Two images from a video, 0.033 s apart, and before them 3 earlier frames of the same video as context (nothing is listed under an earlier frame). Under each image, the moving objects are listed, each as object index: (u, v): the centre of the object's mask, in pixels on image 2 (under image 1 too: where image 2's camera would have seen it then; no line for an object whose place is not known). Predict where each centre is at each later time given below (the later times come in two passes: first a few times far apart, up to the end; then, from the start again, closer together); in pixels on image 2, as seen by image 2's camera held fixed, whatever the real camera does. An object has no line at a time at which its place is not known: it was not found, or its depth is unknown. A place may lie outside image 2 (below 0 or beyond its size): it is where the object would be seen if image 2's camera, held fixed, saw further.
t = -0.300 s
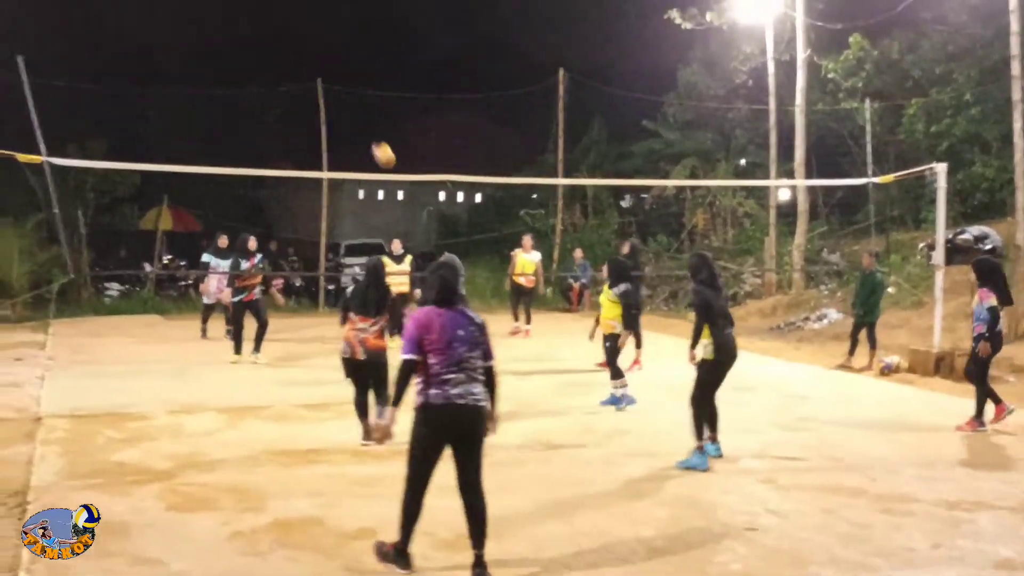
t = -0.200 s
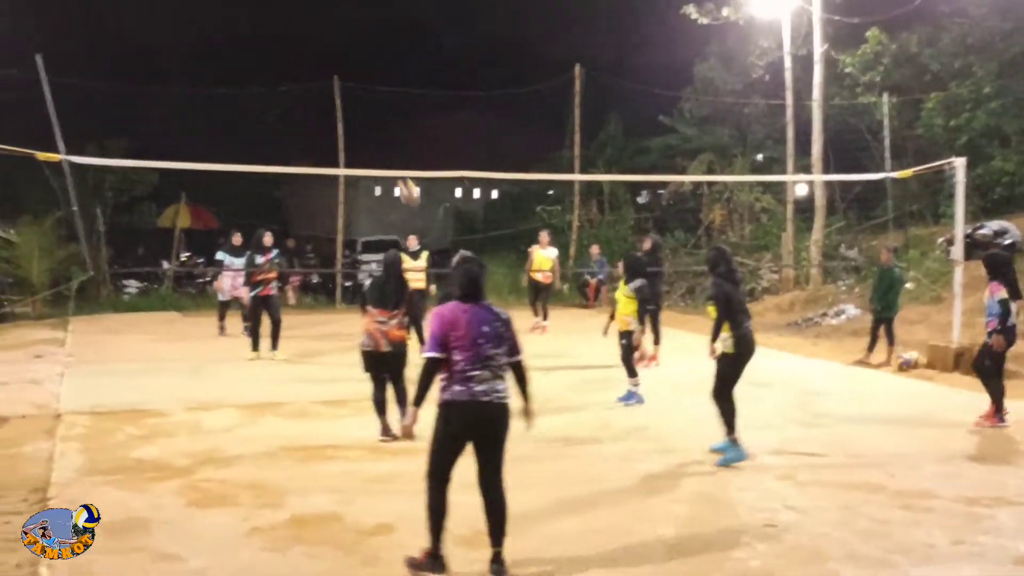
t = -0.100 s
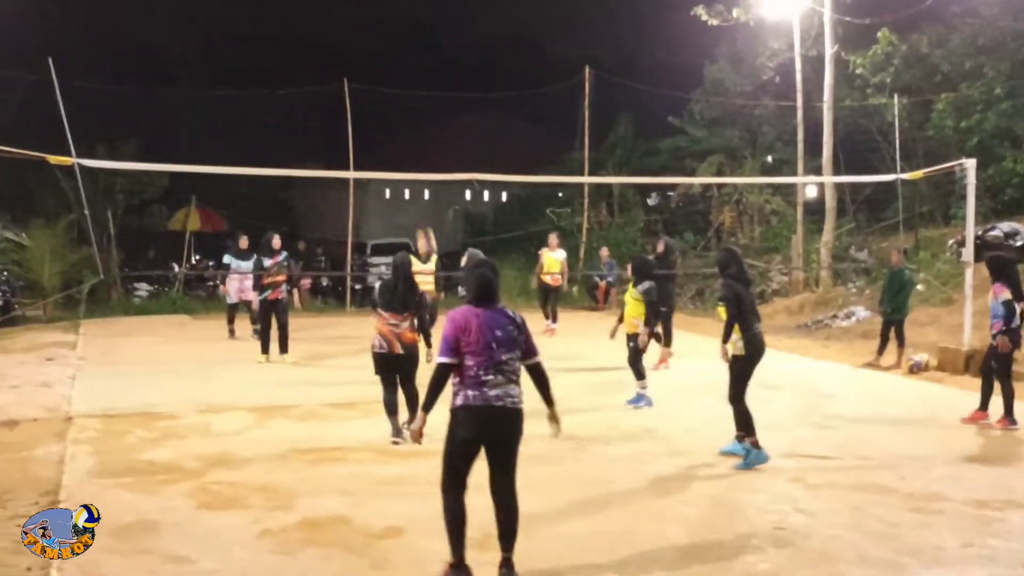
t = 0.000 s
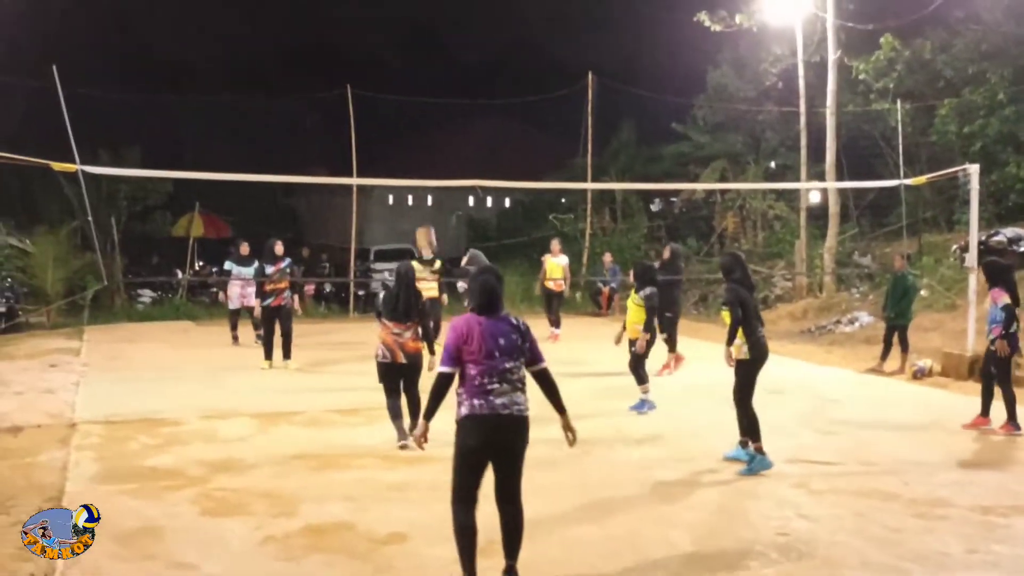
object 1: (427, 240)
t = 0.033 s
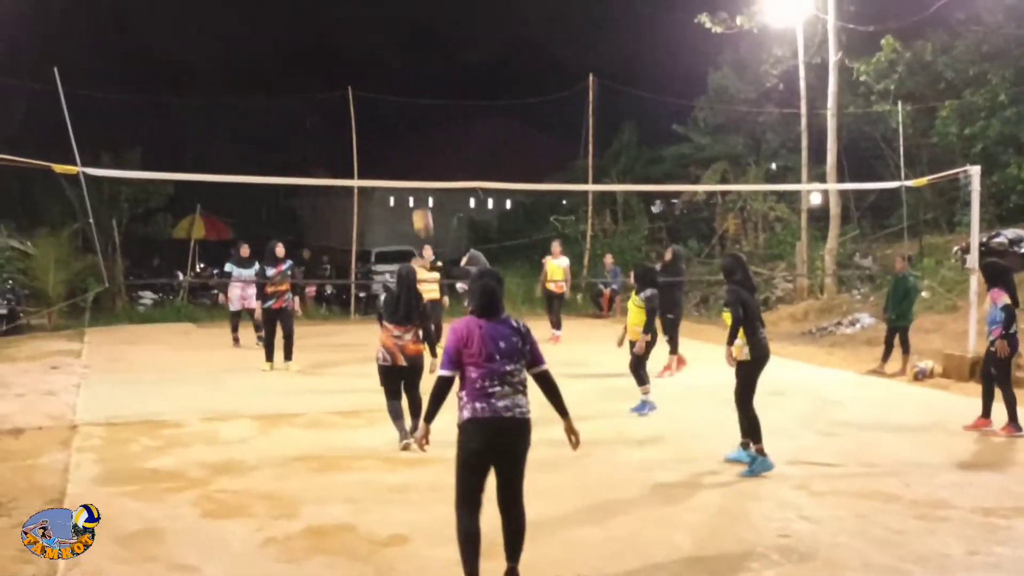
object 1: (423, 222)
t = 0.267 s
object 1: (390, 107)
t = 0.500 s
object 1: (357, 41)
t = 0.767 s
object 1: (318, 26)
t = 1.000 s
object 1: (285, 68)
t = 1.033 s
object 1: (280, 78)
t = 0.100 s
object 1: (414, 183)
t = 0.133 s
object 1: (409, 167)
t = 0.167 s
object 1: (404, 151)
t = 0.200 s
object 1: (399, 135)
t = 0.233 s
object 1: (395, 120)
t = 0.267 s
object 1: (390, 107)
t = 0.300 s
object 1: (385, 94)
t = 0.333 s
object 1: (380, 83)
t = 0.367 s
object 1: (375, 73)
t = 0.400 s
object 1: (371, 63)
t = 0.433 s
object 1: (366, 54)
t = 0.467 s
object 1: (361, 47)
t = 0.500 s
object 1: (357, 41)
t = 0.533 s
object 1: (352, 35)
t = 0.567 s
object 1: (347, 31)
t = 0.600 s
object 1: (342, 27)
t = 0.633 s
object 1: (337, 25)
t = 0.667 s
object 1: (333, 24)
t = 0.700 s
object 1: (328, 24)
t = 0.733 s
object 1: (323, 25)
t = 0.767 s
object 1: (318, 26)
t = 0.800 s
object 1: (314, 29)
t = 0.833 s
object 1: (309, 33)
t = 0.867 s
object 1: (304, 38)
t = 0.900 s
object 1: (299, 44)
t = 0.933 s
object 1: (295, 51)
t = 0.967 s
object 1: (290, 59)
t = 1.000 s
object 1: (285, 68)
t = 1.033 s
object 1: (280, 78)
